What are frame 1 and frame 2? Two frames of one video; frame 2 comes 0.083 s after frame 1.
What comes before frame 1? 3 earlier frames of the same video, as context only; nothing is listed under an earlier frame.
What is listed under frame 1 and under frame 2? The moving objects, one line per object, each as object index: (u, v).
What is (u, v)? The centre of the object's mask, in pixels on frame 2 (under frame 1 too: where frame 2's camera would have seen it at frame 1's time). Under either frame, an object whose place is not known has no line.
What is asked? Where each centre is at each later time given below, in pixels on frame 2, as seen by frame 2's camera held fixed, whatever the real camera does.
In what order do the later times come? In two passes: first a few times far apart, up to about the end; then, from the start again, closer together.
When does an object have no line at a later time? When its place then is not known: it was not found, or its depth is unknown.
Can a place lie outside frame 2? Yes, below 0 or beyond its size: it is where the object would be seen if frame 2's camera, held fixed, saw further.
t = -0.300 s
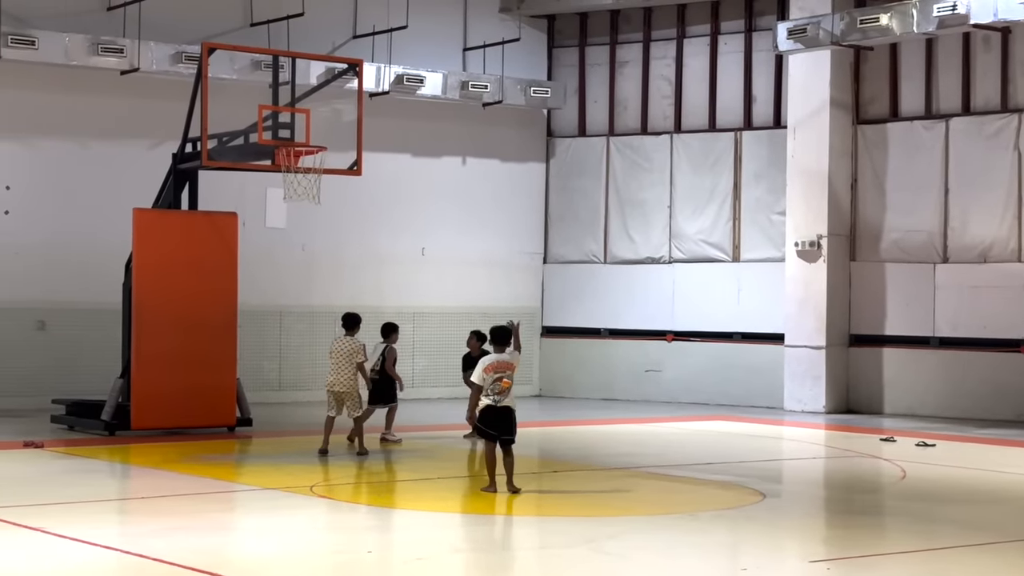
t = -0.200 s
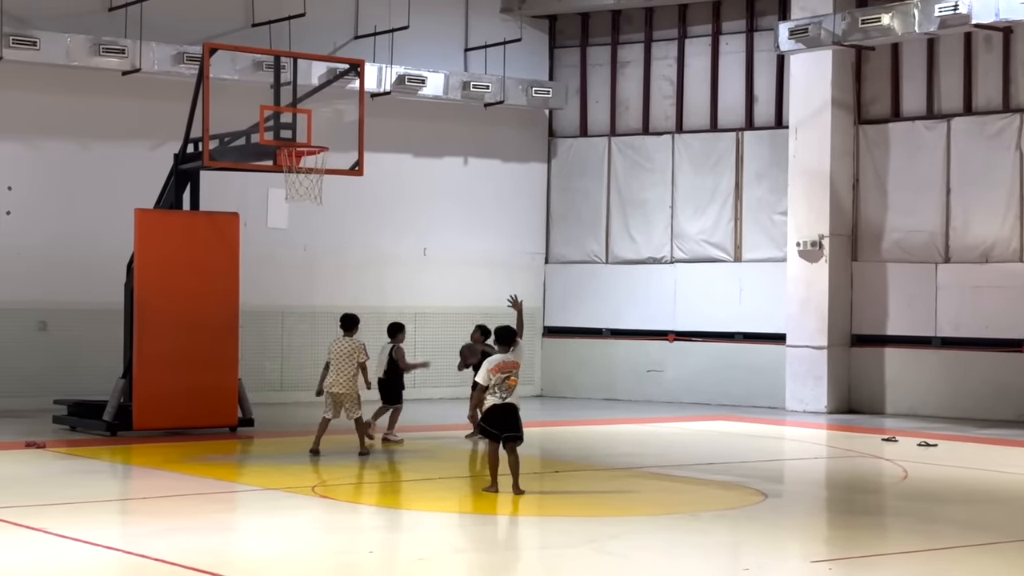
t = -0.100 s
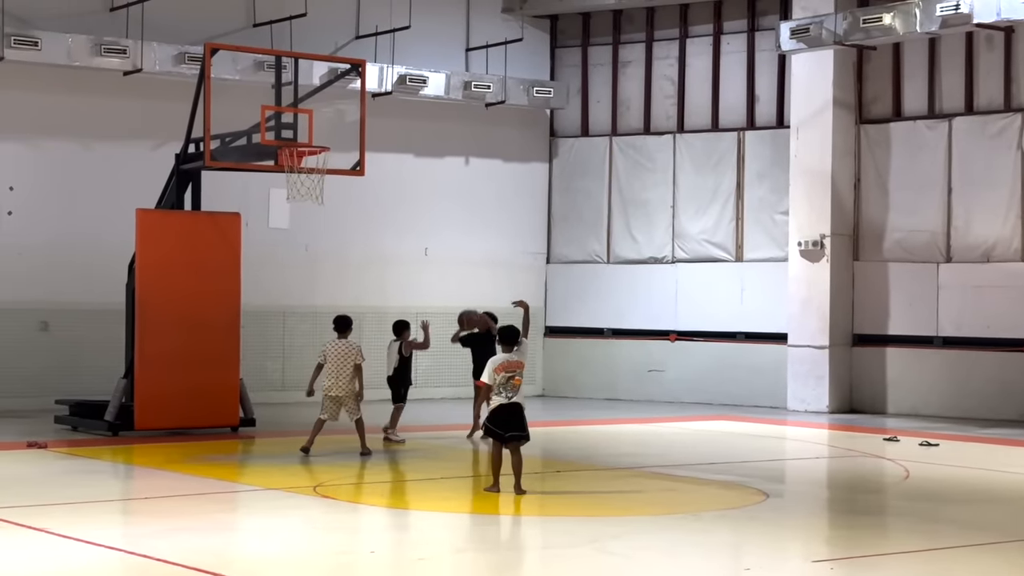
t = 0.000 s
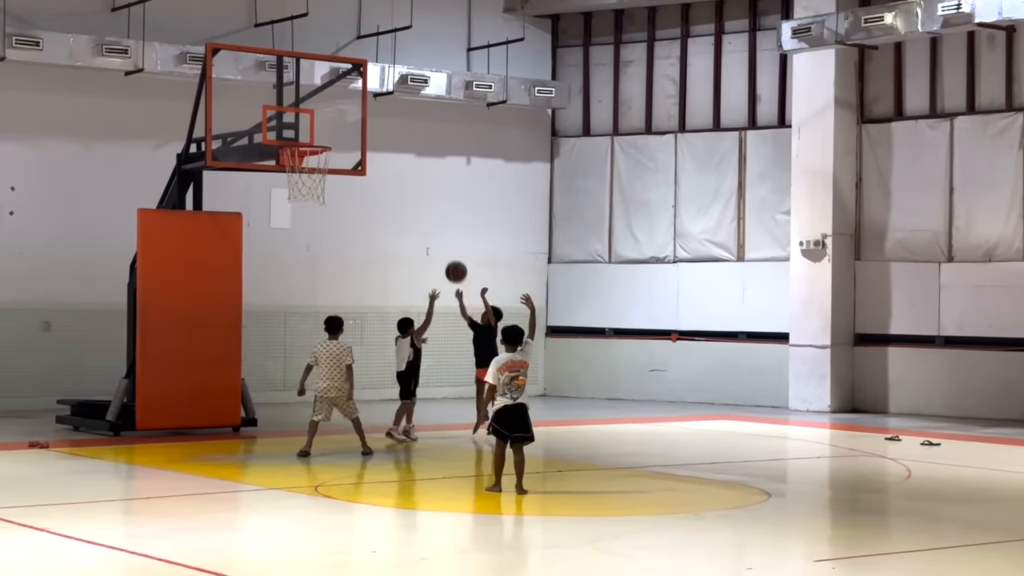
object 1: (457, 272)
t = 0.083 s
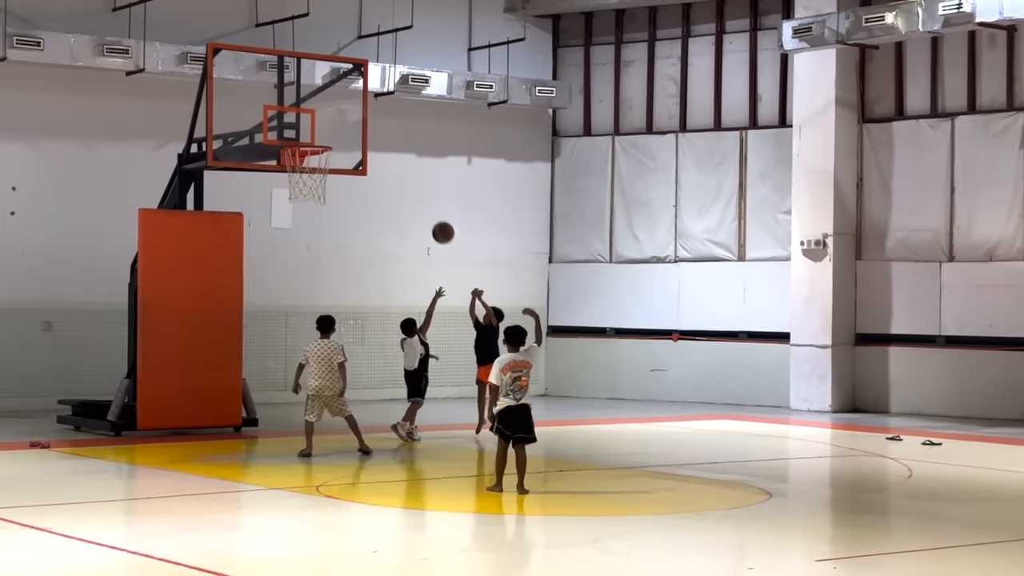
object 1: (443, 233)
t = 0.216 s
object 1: (421, 182)
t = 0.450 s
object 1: (381, 131)
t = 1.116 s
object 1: (289, 133)
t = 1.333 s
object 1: (279, 119)
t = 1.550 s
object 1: (270, 148)
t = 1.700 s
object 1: (261, 195)
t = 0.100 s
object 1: (440, 226)
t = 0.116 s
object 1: (437, 219)
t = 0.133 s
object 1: (434, 212)
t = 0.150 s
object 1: (432, 205)
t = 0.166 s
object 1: (429, 199)
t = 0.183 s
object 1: (426, 193)
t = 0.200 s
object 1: (424, 188)
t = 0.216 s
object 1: (421, 182)
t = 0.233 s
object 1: (418, 177)
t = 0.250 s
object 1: (415, 172)
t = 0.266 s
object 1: (413, 167)
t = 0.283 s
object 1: (410, 163)
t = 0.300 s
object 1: (407, 158)
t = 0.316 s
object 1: (404, 154)
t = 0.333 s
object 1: (401, 150)
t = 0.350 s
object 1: (398, 147)
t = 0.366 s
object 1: (396, 144)
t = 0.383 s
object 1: (393, 141)
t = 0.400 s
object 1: (390, 138)
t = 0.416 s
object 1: (387, 135)
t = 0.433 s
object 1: (384, 133)
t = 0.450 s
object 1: (381, 131)
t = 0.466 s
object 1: (378, 129)
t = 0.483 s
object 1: (376, 128)
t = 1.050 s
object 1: (295, 130)
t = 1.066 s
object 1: (293, 132)
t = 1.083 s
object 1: (291, 133)
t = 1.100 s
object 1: (289, 133)
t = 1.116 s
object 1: (289, 133)
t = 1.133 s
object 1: (288, 132)
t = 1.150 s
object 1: (288, 131)
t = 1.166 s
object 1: (287, 128)
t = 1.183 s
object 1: (286, 126)
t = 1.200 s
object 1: (286, 124)
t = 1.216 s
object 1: (285, 122)
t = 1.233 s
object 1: (283, 121)
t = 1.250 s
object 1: (282, 120)
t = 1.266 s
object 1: (281, 119)
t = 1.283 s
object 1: (281, 119)
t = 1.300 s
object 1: (280, 119)
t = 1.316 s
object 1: (280, 119)
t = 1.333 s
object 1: (279, 119)
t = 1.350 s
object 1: (279, 119)
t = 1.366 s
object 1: (278, 120)
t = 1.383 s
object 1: (277, 121)
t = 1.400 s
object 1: (277, 122)
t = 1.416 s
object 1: (275, 124)
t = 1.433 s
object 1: (275, 127)
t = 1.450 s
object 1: (274, 129)
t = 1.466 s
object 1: (272, 132)
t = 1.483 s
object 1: (272, 136)
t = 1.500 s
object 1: (272, 138)
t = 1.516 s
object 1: (272, 138)
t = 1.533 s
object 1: (271, 144)
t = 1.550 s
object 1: (270, 148)
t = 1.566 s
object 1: (270, 152)
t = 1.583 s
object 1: (269, 155)
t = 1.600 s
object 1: (268, 159)
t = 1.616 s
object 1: (266, 167)
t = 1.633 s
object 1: (265, 172)
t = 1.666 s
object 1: (262, 183)
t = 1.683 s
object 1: (262, 189)
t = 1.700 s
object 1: (261, 195)
